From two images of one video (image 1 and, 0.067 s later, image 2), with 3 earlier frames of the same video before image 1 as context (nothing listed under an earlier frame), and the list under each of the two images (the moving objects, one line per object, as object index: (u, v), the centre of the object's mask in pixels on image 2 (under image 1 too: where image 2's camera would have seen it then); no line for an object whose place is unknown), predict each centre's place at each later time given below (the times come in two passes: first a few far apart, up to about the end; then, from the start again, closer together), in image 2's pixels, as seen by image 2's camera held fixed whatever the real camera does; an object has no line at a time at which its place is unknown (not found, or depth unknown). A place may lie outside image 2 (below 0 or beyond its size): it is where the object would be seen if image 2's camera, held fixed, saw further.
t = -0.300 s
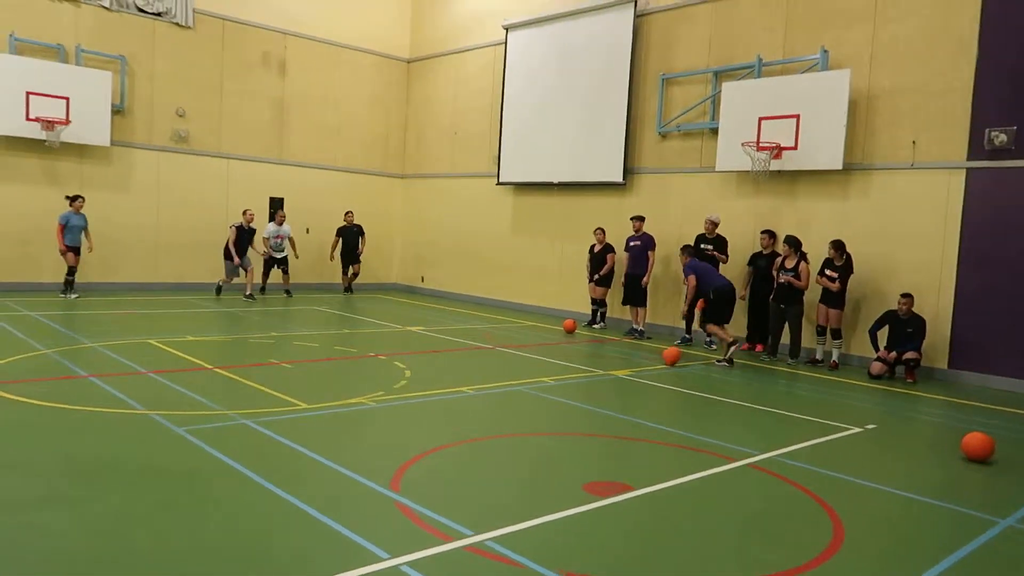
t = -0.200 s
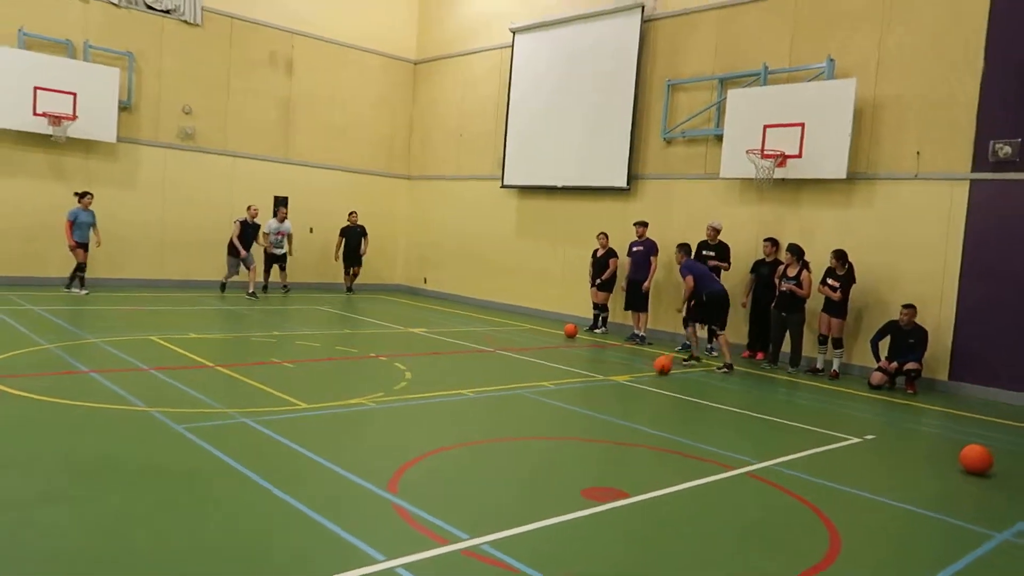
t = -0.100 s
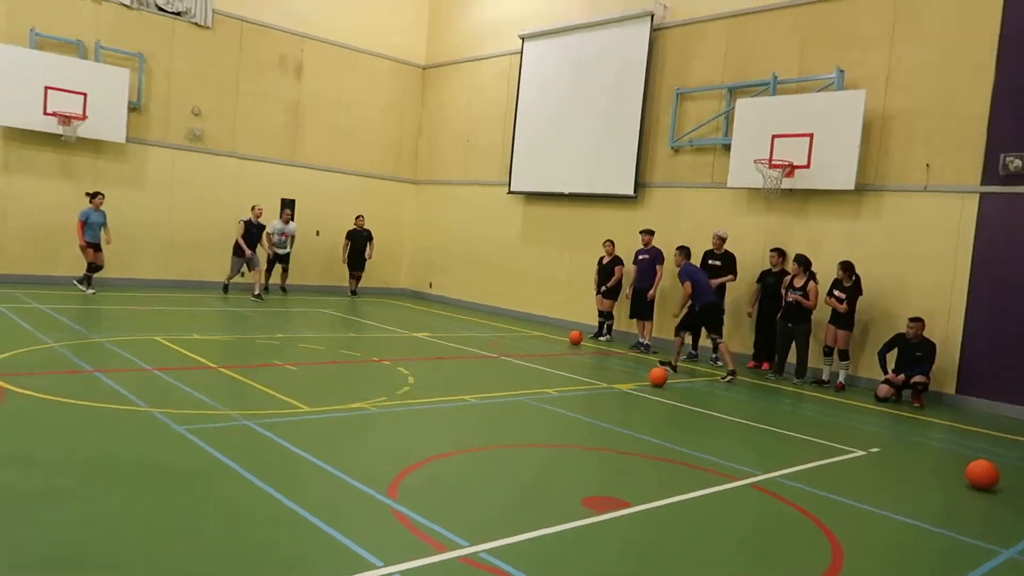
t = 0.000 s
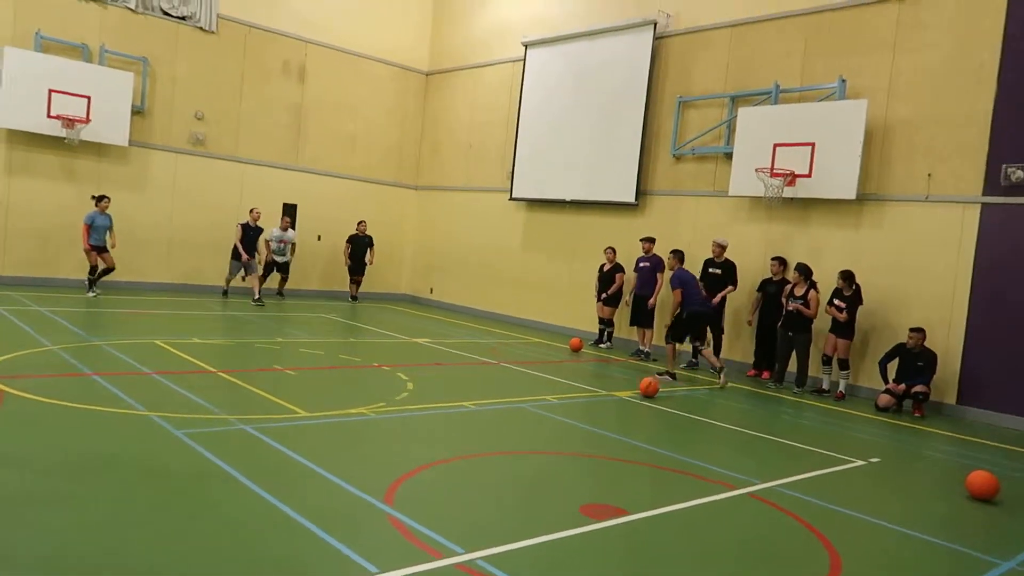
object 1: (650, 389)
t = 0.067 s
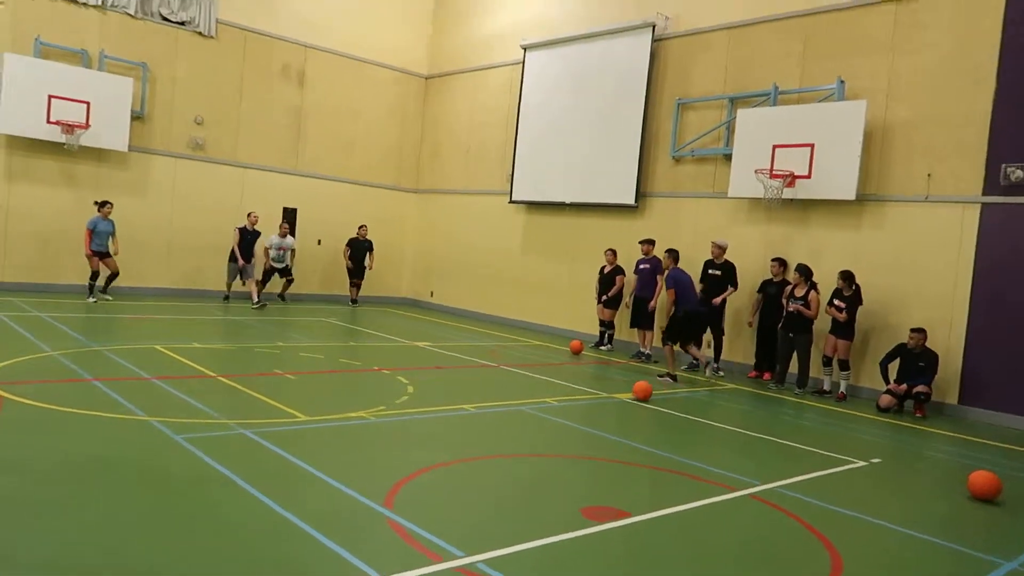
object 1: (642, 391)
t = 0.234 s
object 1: (626, 395)
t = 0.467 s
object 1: (600, 402)
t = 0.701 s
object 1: (571, 411)
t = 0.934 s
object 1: (540, 420)
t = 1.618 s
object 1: (416, 460)
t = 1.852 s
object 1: (359, 478)
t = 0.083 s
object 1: (641, 391)
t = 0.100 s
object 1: (639, 392)
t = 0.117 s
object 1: (638, 392)
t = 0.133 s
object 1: (636, 392)
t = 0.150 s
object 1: (634, 393)
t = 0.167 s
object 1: (633, 393)
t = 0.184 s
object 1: (631, 394)
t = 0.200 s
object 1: (629, 394)
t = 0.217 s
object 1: (627, 395)
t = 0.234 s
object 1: (626, 395)
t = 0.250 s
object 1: (624, 396)
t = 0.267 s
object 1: (622, 396)
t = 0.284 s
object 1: (620, 397)
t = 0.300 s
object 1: (618, 397)
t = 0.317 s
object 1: (617, 398)
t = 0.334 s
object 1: (614, 398)
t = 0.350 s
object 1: (613, 399)
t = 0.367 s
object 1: (611, 399)
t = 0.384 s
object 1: (609, 400)
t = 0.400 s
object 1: (608, 400)
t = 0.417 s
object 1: (606, 400)
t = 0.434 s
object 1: (603, 401)
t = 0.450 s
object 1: (602, 402)
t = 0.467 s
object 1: (600, 402)
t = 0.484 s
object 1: (598, 403)
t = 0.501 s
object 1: (596, 404)
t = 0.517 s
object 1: (595, 404)
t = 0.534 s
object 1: (593, 404)
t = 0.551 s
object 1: (590, 405)
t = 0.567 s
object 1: (589, 405)
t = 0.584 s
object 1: (586, 406)
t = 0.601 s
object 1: (584, 407)
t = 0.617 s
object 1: (582, 408)
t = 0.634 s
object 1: (580, 408)
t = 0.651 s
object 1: (578, 409)
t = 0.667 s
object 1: (576, 409)
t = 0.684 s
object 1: (574, 410)
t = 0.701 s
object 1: (571, 411)
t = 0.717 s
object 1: (569, 412)
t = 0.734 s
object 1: (567, 412)
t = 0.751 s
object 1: (565, 413)
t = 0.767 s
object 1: (563, 414)
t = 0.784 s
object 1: (561, 414)
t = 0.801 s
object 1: (559, 415)
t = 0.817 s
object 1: (556, 416)
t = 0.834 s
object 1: (554, 417)
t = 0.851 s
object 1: (551, 417)
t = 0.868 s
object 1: (550, 418)
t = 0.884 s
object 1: (547, 419)
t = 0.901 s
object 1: (544, 419)
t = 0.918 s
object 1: (542, 419)
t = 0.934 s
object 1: (540, 420)
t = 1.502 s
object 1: (441, 452)
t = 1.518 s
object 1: (437, 453)
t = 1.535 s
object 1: (433, 454)
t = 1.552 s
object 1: (430, 455)
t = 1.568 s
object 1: (427, 457)
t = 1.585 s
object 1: (423, 457)
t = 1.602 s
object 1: (420, 459)
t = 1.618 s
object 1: (416, 460)
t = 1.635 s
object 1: (412, 461)
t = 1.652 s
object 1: (408, 463)
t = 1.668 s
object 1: (404, 464)
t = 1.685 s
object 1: (401, 465)
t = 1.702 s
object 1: (397, 467)
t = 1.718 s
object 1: (392, 468)
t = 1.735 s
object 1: (388, 469)
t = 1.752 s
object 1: (384, 470)
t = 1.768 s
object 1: (381, 471)
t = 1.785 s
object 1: (376, 473)
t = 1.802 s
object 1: (372, 474)
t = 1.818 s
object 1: (368, 475)
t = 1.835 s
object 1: (363, 477)
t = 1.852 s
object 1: (359, 478)
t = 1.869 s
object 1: (354, 480)
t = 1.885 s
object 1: (350, 481)
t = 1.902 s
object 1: (346, 482)
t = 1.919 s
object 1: (341, 484)
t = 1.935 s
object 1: (336, 485)
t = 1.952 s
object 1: (331, 487)
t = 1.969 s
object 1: (327, 488)
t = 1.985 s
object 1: (322, 490)
